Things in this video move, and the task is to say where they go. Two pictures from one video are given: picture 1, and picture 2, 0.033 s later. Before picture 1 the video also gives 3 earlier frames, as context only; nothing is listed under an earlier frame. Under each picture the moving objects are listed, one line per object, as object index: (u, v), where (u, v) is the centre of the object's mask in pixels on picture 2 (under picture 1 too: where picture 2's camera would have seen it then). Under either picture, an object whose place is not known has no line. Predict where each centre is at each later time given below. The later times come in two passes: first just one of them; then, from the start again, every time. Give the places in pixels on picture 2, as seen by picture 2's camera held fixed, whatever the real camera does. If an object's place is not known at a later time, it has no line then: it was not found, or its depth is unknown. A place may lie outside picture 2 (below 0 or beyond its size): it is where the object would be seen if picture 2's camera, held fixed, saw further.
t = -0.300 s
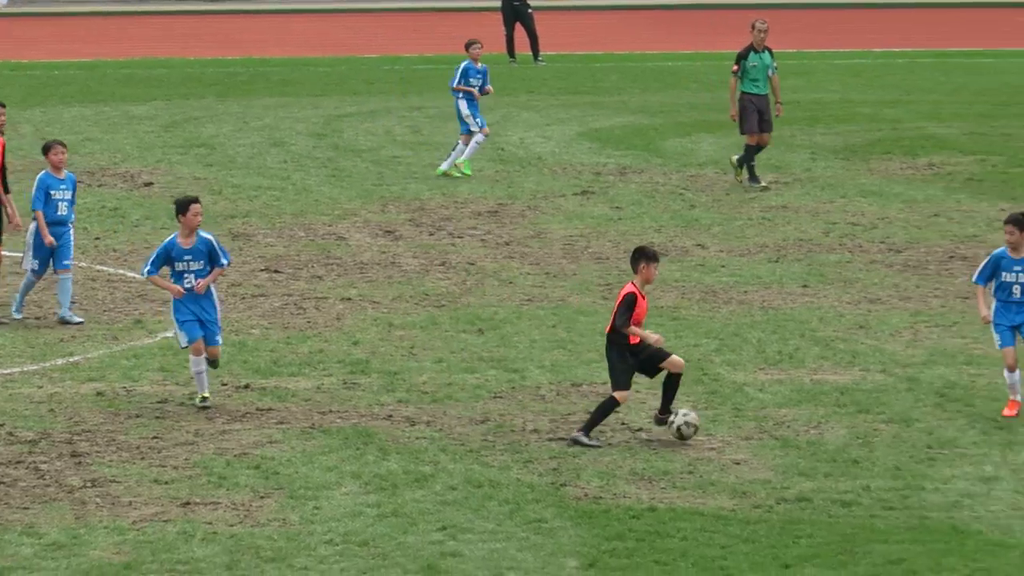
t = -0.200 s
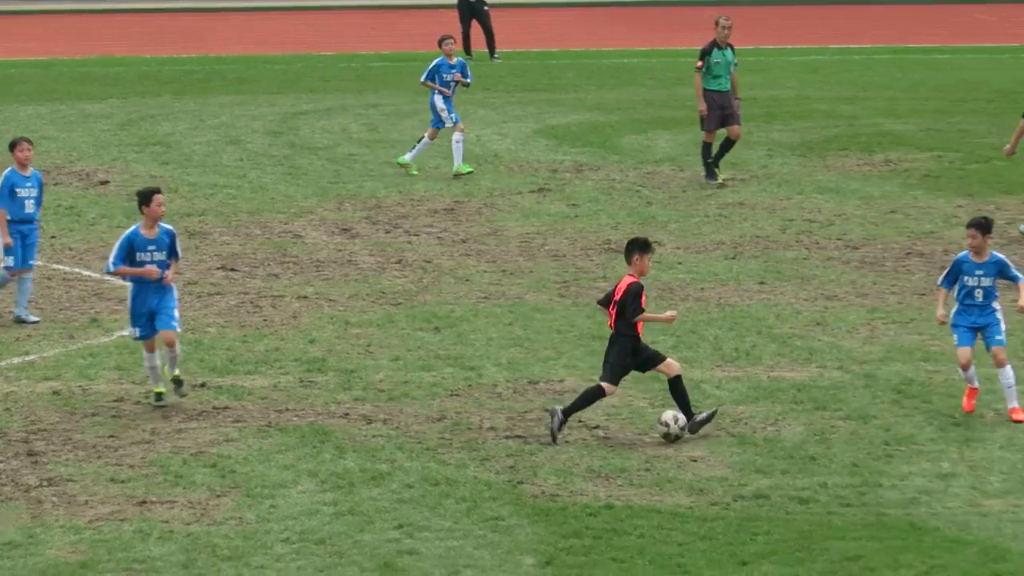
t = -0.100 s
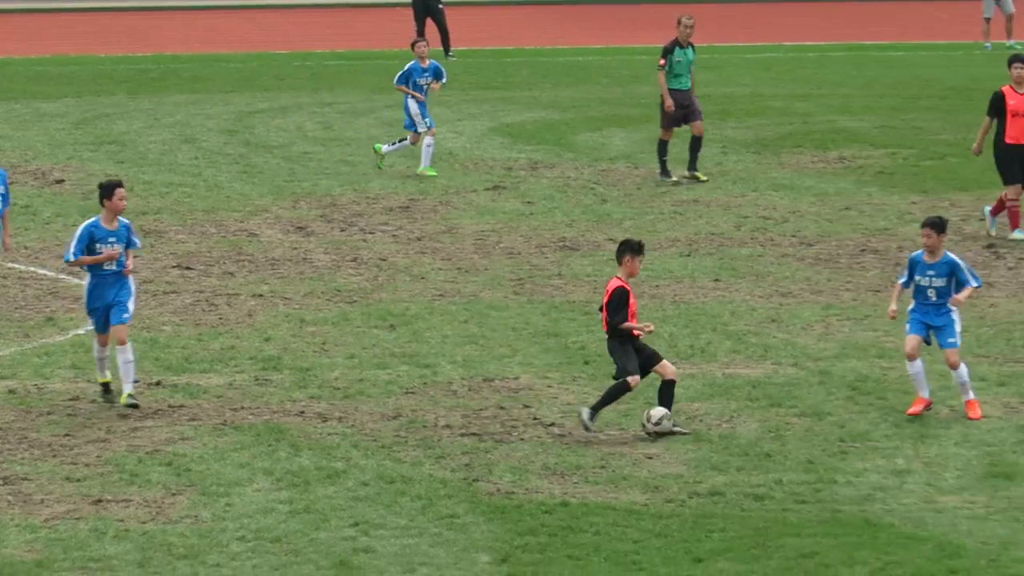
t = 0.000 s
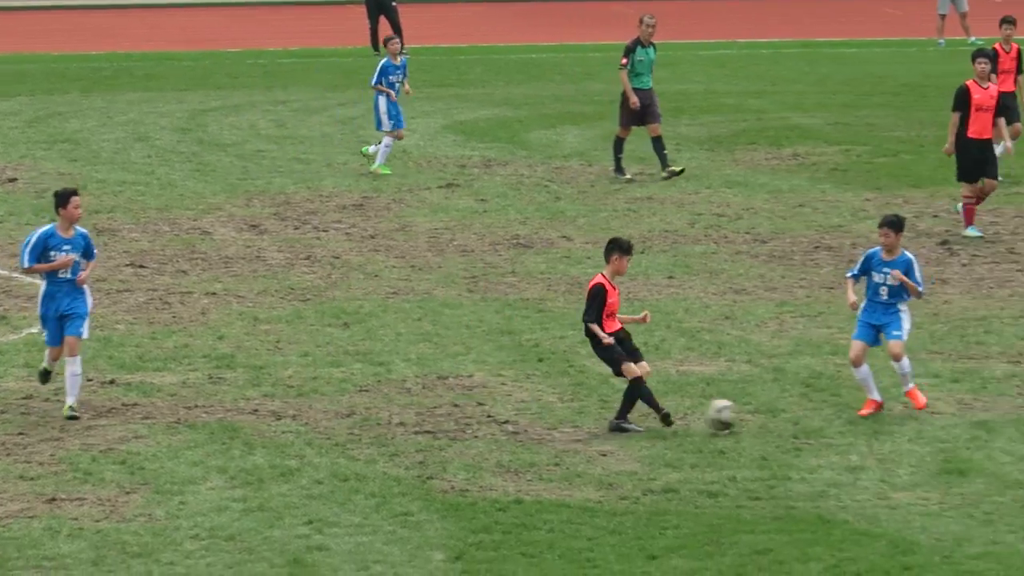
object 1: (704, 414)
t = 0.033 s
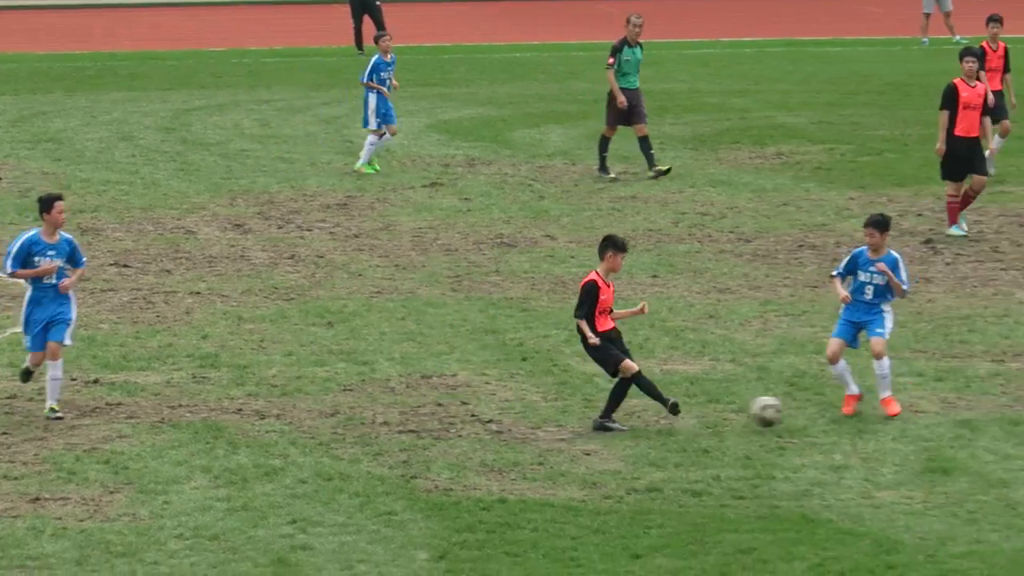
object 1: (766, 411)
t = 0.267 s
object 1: (1181, 403)
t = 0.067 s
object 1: (825, 410)
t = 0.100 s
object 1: (887, 410)
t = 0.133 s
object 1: (947, 411)
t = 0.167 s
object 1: (1005, 410)
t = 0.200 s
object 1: (1063, 408)
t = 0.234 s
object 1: (1122, 406)
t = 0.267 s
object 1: (1181, 403)
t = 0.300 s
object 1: (1239, 401)
